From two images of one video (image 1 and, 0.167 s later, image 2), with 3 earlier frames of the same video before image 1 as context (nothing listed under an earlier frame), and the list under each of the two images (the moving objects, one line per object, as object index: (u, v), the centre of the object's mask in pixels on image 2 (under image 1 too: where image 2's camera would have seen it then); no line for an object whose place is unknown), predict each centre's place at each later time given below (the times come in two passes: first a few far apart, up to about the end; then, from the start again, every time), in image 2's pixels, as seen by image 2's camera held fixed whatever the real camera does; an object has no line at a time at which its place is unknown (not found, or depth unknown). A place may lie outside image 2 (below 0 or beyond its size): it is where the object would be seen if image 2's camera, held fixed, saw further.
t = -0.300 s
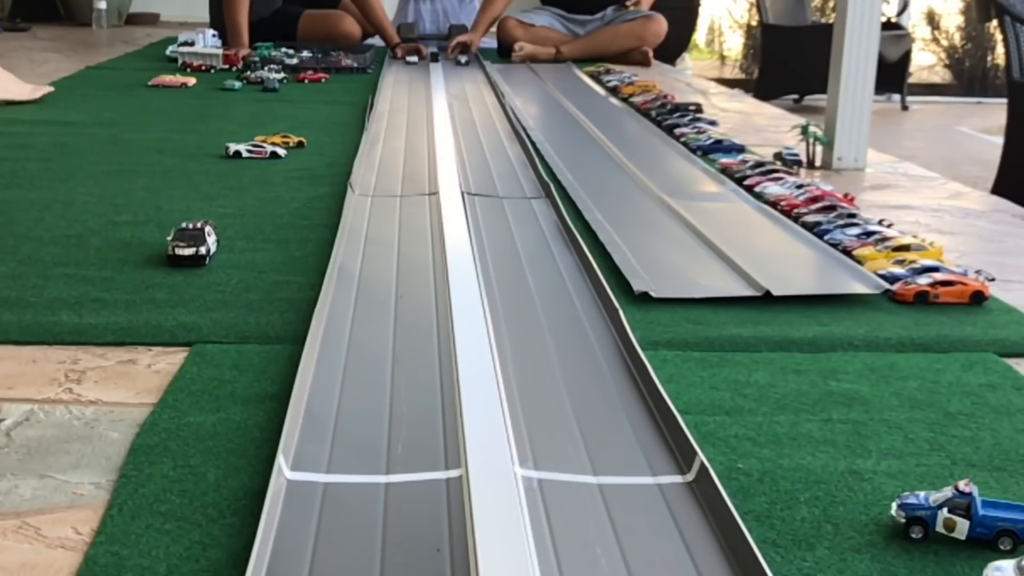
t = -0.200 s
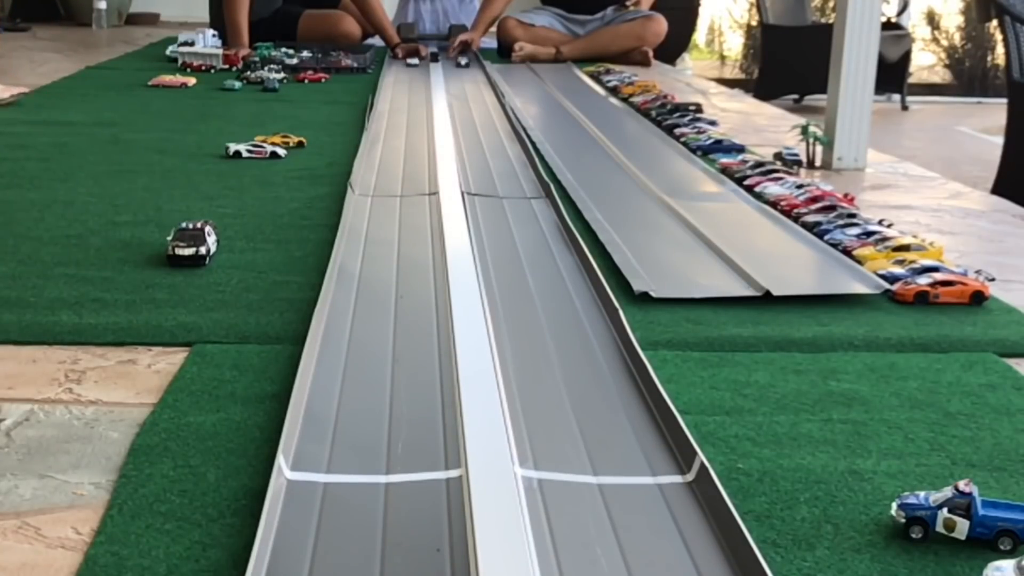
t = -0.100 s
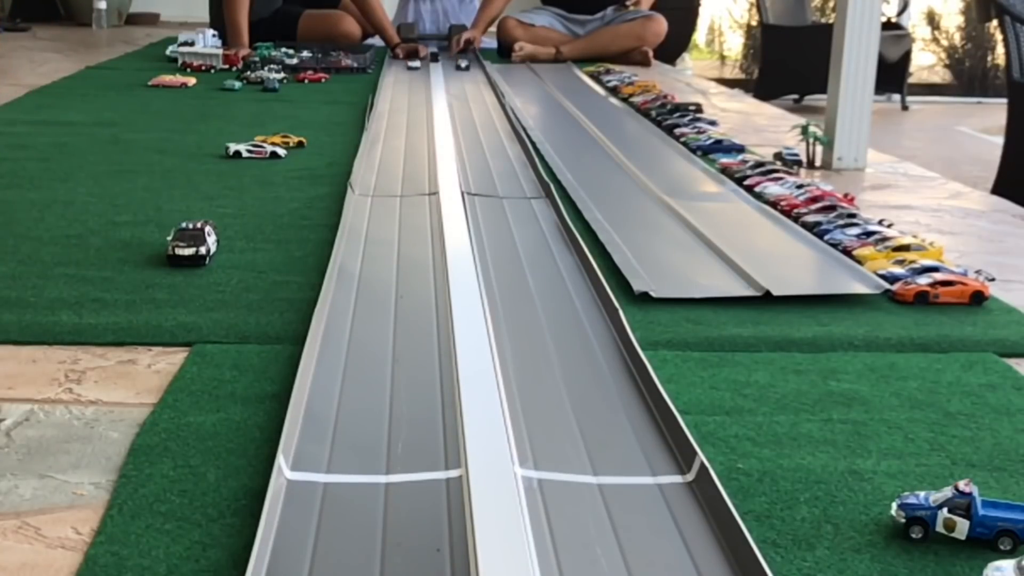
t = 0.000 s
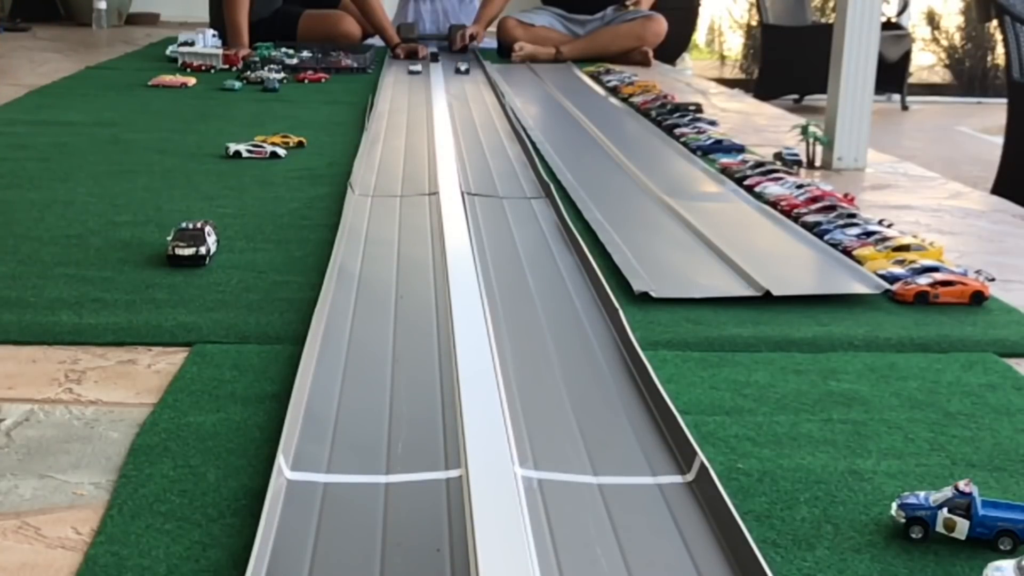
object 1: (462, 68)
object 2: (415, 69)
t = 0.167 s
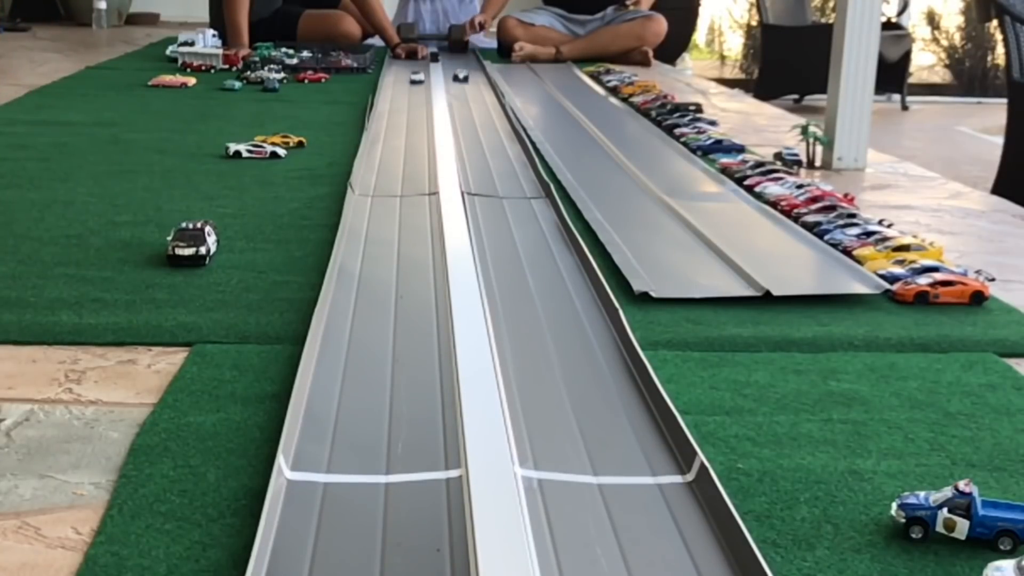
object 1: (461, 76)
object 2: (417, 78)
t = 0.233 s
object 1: (459, 81)
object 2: (417, 82)
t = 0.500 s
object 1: (456, 103)
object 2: (423, 108)
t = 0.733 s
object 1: (462, 132)
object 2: (405, 142)
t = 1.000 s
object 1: (475, 187)
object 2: (362, 191)
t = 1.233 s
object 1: (495, 269)
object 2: (349, 275)
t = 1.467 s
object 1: (520, 370)
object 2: (333, 369)
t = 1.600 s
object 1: (532, 419)
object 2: (327, 412)
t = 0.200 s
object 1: (460, 78)
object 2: (417, 80)
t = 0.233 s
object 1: (459, 81)
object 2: (417, 82)
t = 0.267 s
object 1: (458, 83)
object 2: (417, 85)
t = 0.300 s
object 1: (457, 86)
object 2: (418, 88)
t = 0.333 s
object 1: (456, 89)
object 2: (418, 90)
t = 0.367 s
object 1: (456, 90)
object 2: (419, 93)
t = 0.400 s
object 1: (455, 93)
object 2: (420, 97)
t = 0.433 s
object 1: (454, 96)
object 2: (421, 100)
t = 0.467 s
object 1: (455, 100)
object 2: (422, 104)
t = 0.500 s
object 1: (456, 103)
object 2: (423, 108)
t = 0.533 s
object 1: (457, 106)
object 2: (423, 111)
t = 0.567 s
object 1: (458, 110)
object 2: (422, 116)
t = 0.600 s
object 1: (459, 113)
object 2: (420, 121)
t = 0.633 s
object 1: (460, 118)
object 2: (417, 126)
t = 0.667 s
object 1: (460, 122)
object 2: (414, 131)
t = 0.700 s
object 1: (461, 127)
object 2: (409, 137)
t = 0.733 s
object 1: (462, 132)
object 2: (405, 142)
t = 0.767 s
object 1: (464, 138)
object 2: (400, 148)
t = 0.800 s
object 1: (465, 143)
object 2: (395, 154)
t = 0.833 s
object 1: (467, 149)
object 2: (389, 161)
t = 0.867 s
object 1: (468, 156)
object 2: (383, 168)
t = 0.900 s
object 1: (469, 163)
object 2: (377, 175)
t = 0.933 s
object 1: (471, 170)
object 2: (369, 182)
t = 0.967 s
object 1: (473, 179)
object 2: (364, 186)
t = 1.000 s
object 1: (475, 187)
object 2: (362, 191)
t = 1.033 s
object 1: (477, 197)
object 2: (361, 205)
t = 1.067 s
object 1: (479, 206)
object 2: (360, 216)
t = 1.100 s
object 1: (482, 218)
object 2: (359, 227)
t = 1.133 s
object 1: (485, 229)
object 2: (357, 238)
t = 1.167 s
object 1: (488, 241)
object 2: (355, 249)
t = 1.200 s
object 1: (491, 254)
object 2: (352, 261)
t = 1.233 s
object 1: (495, 269)
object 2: (349, 275)
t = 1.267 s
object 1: (499, 284)
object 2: (346, 290)
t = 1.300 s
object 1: (503, 301)
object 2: (343, 305)
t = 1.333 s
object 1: (506, 315)
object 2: (341, 319)
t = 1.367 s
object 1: (510, 330)
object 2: (338, 332)
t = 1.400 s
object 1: (513, 341)
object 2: (338, 342)
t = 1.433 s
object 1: (517, 358)
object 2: (335, 358)
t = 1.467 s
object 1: (520, 370)
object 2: (333, 369)
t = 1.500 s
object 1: (523, 383)
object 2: (332, 381)
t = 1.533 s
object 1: (526, 397)
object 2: (329, 393)
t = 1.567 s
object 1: (530, 411)
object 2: (327, 406)
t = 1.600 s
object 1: (532, 419)
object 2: (327, 412)
